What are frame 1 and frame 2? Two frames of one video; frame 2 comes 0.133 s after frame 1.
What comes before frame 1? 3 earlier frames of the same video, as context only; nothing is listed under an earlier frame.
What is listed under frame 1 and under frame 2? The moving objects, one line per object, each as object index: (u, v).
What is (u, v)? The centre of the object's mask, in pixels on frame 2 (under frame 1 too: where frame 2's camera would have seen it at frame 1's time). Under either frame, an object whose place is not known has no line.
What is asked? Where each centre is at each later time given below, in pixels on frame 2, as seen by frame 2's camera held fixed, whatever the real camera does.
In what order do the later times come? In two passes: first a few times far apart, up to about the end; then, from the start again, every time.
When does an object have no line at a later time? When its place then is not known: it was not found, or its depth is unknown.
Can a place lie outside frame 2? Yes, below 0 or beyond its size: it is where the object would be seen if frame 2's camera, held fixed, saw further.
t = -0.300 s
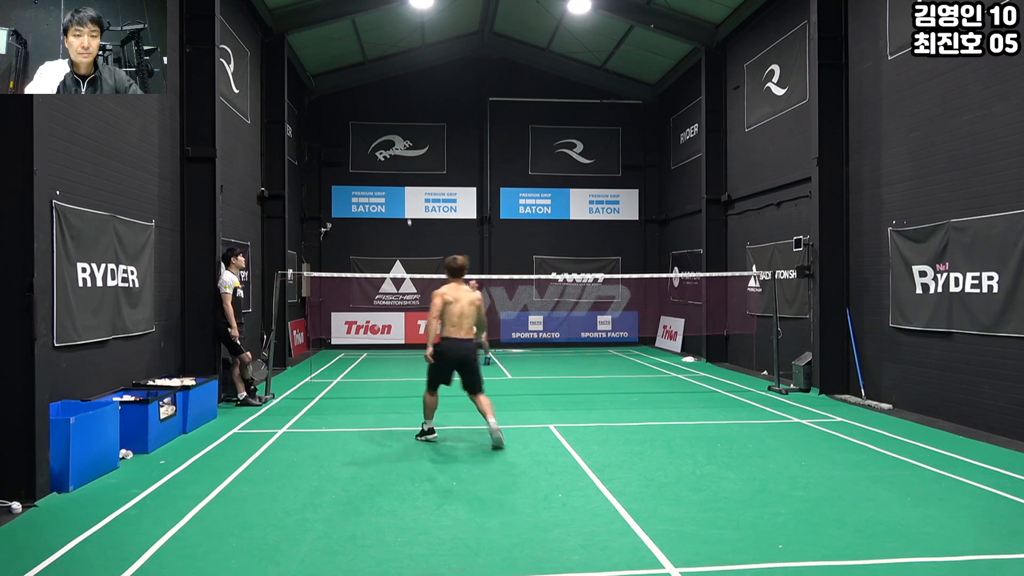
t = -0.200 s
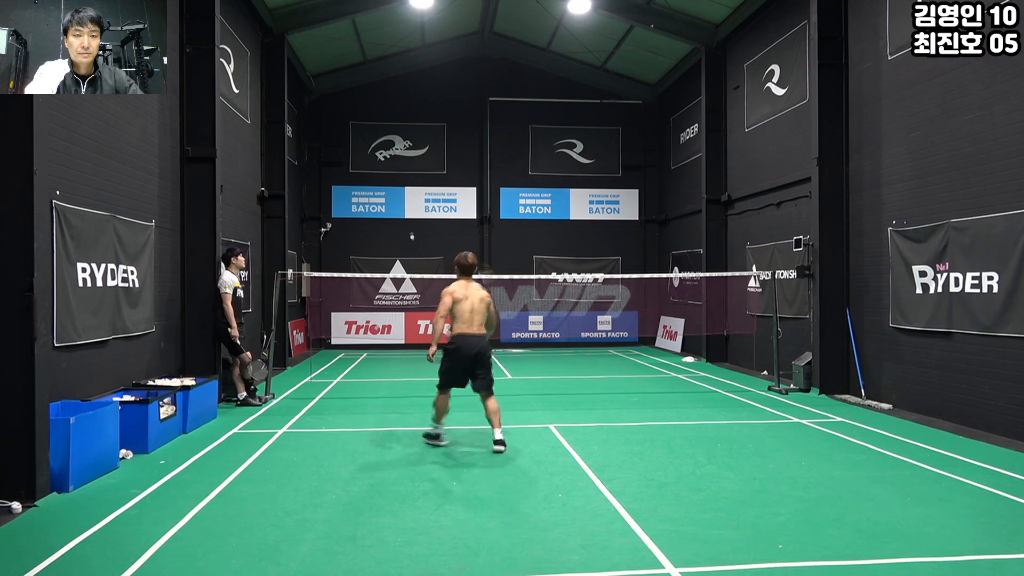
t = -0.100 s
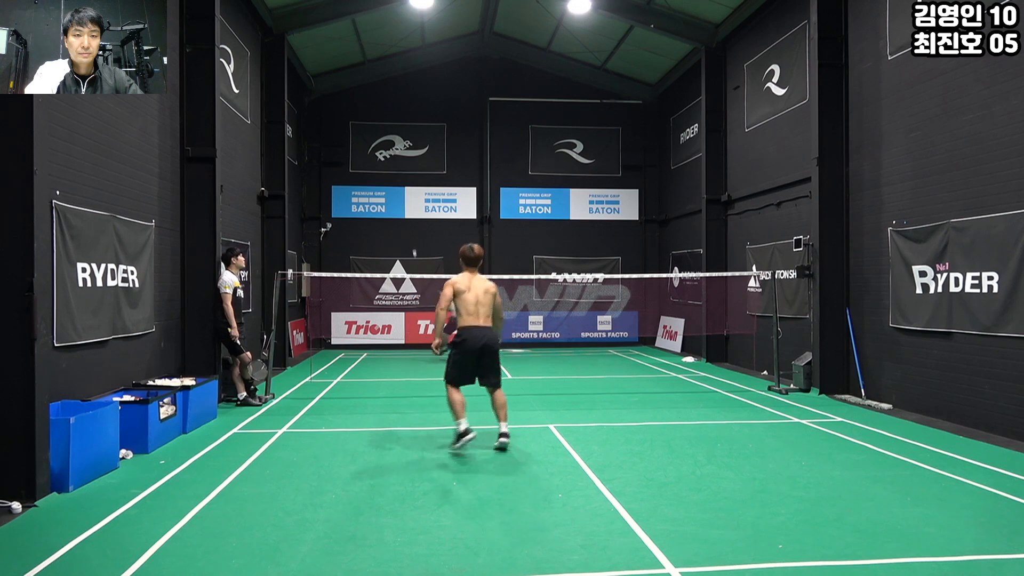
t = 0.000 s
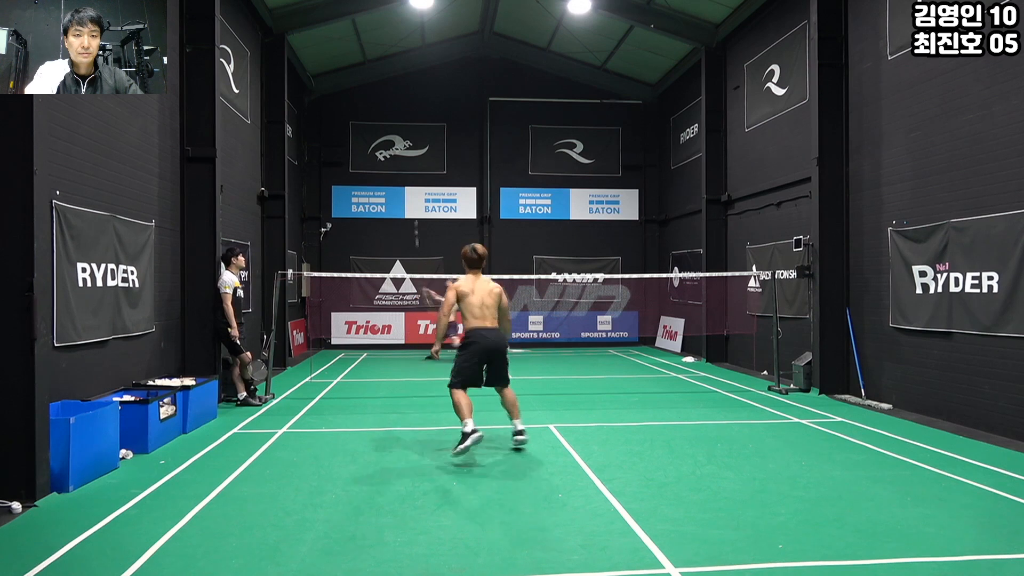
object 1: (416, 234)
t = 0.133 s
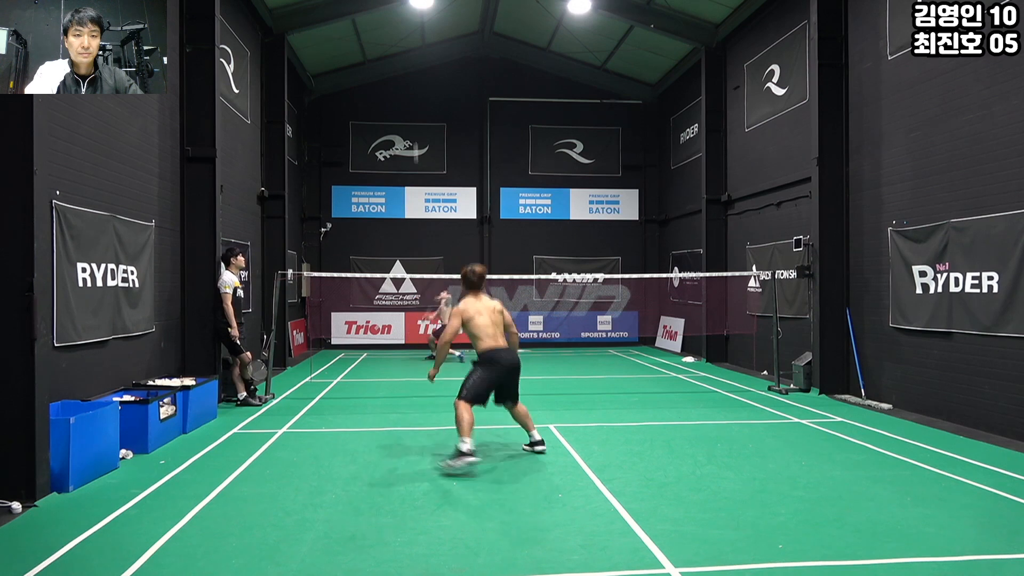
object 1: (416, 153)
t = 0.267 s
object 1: (415, 95)
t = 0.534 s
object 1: (413, 30)
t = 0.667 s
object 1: (411, 23)
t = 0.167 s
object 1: (415, 136)
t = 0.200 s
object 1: (415, 121)
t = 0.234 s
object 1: (415, 107)
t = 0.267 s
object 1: (415, 95)
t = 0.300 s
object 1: (415, 83)
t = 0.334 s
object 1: (415, 73)
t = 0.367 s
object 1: (414, 63)
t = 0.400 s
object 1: (414, 54)
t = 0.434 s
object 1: (414, 46)
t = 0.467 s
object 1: (414, 40)
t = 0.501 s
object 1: (413, 35)
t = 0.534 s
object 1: (413, 30)
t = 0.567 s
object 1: (412, 26)
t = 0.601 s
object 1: (412, 24)
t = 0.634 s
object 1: (411, 23)
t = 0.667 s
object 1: (411, 23)
